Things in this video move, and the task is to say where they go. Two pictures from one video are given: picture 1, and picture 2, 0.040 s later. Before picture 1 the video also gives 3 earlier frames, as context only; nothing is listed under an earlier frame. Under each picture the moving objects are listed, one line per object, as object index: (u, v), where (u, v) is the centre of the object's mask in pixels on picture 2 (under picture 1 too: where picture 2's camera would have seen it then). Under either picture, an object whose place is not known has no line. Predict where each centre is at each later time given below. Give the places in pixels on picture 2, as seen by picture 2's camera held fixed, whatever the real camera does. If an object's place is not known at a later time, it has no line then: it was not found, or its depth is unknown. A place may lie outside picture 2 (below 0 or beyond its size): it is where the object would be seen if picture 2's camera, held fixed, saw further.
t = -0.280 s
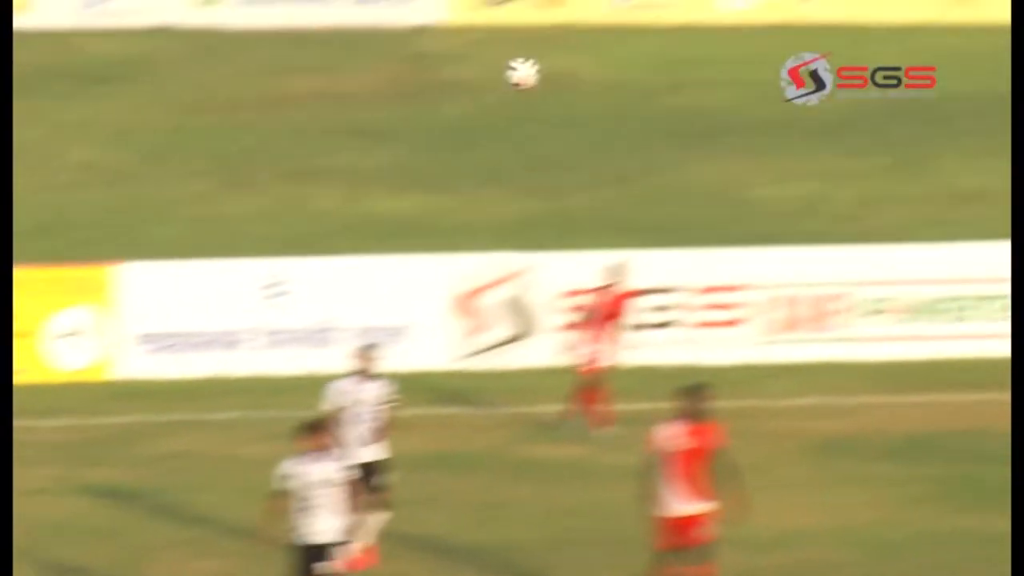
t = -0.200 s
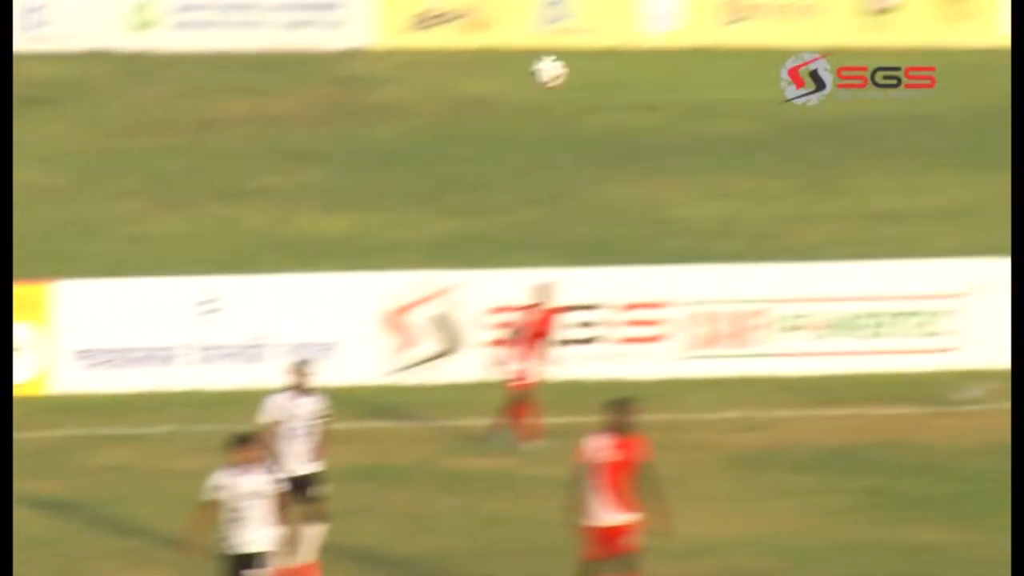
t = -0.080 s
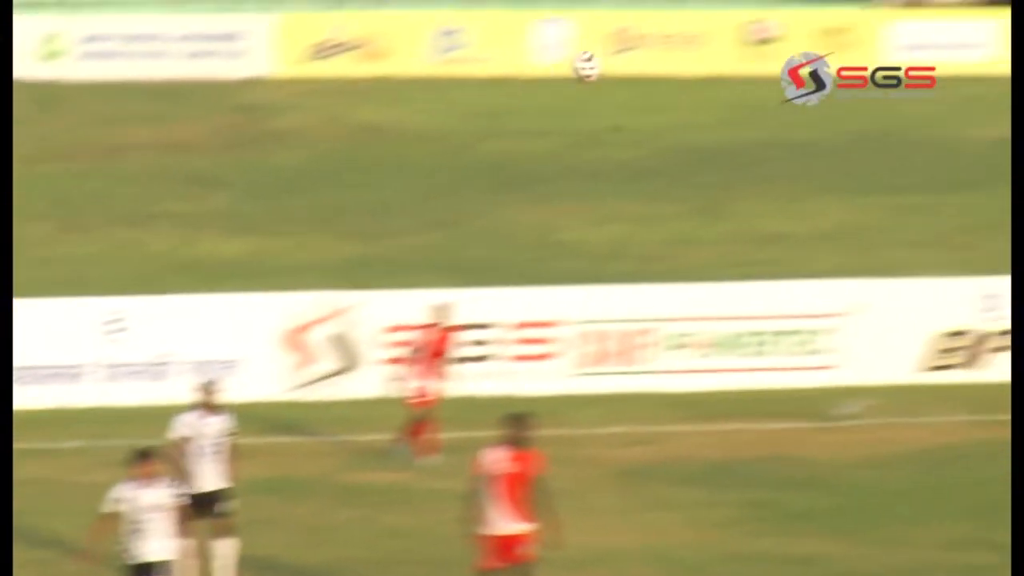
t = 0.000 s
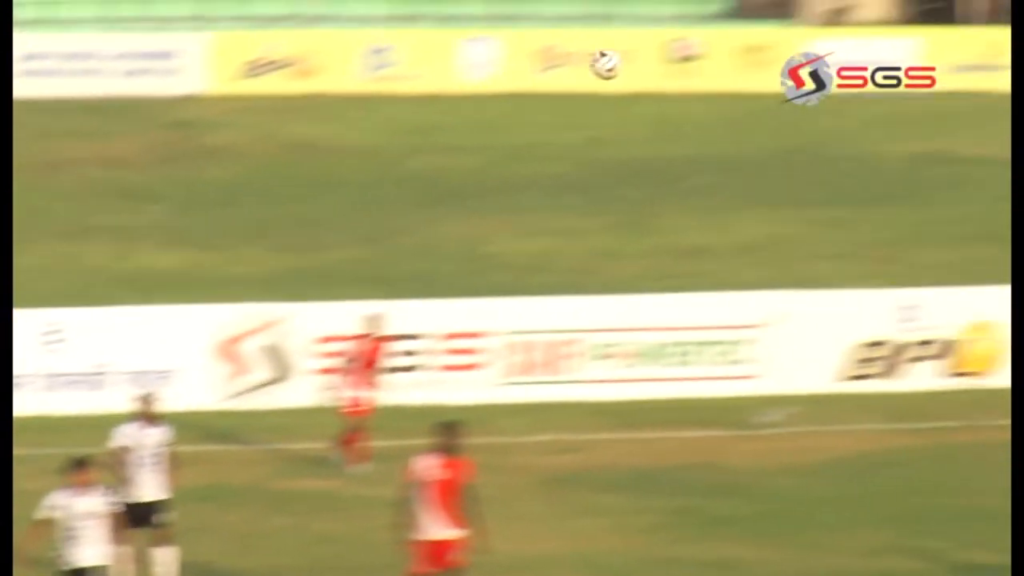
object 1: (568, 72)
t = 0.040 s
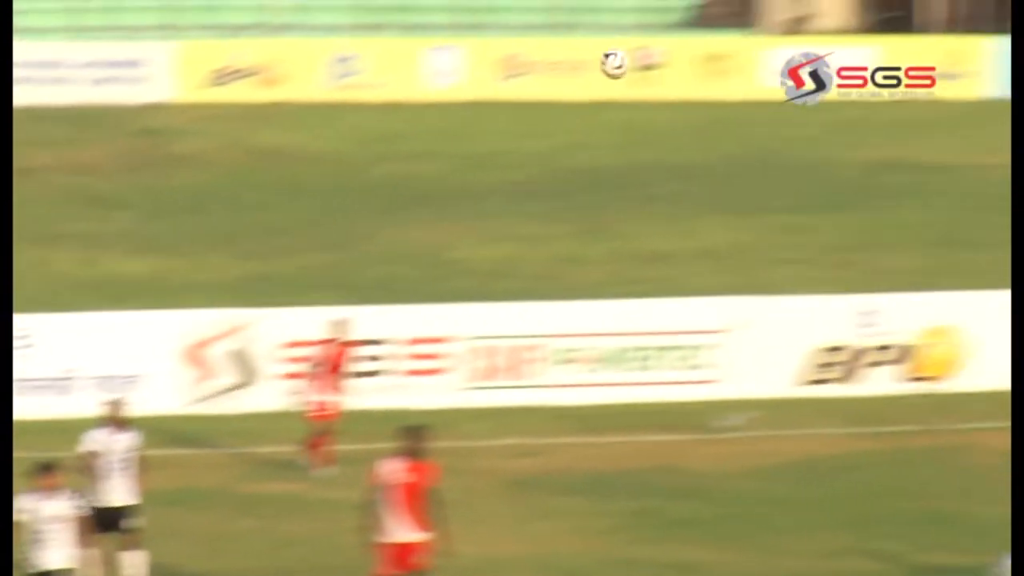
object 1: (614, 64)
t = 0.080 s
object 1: (661, 55)
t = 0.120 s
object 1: (706, 47)
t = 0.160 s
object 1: (752, 38)
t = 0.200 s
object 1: (797, 31)
